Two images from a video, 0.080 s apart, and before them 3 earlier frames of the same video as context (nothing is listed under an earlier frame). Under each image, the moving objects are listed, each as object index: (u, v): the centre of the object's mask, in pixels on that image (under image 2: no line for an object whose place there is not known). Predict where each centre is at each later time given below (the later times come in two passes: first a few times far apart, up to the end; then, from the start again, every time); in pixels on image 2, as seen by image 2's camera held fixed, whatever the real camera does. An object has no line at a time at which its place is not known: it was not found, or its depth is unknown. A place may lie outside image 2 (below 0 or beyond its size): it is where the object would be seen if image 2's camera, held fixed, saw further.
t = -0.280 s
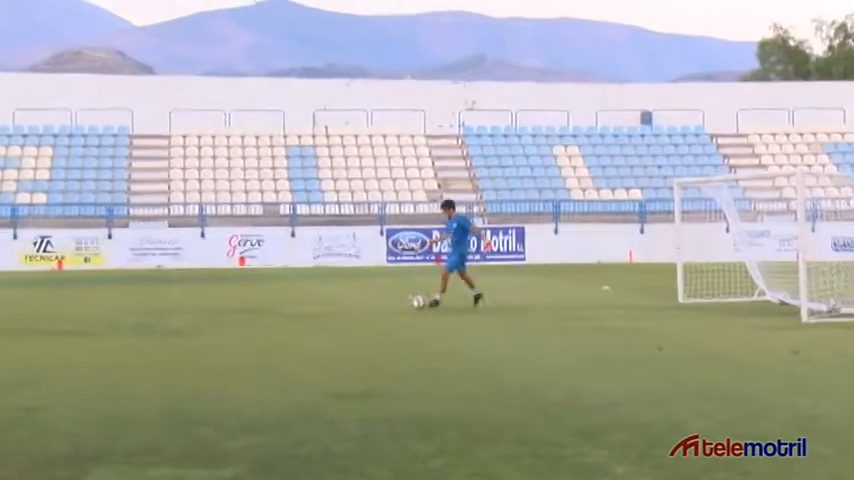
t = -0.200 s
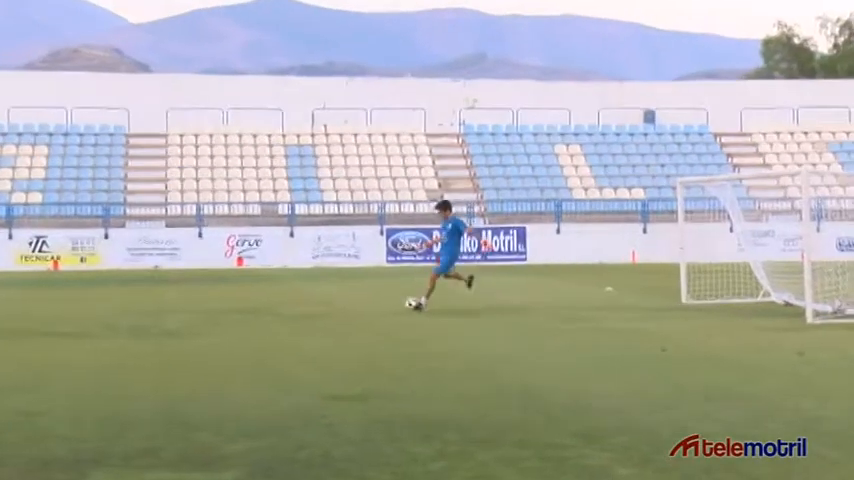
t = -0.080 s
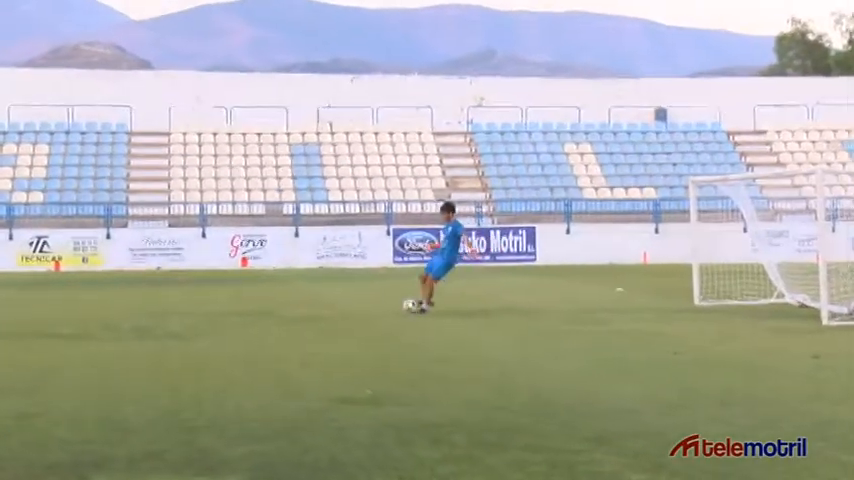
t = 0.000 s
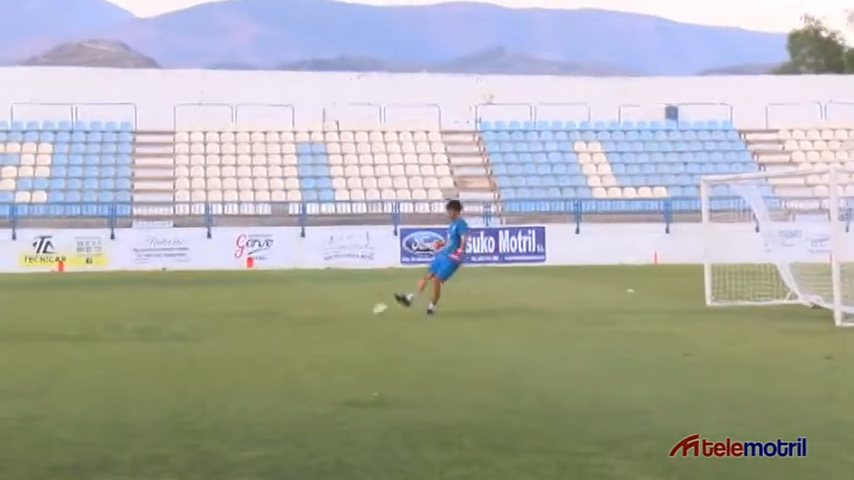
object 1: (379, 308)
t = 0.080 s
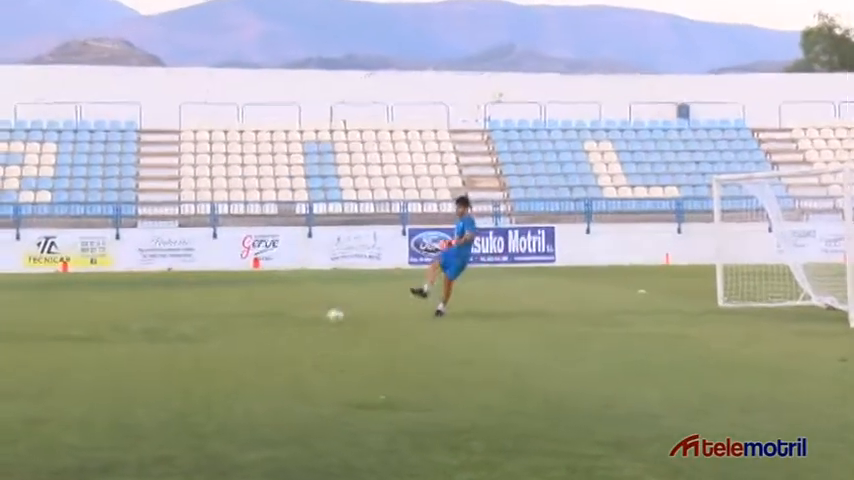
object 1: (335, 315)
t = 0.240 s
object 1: (226, 325)
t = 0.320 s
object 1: (169, 331)
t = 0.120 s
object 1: (307, 318)
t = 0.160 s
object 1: (281, 320)
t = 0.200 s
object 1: (255, 321)
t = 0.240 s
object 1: (226, 325)
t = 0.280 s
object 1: (197, 329)
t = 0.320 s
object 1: (169, 331)
